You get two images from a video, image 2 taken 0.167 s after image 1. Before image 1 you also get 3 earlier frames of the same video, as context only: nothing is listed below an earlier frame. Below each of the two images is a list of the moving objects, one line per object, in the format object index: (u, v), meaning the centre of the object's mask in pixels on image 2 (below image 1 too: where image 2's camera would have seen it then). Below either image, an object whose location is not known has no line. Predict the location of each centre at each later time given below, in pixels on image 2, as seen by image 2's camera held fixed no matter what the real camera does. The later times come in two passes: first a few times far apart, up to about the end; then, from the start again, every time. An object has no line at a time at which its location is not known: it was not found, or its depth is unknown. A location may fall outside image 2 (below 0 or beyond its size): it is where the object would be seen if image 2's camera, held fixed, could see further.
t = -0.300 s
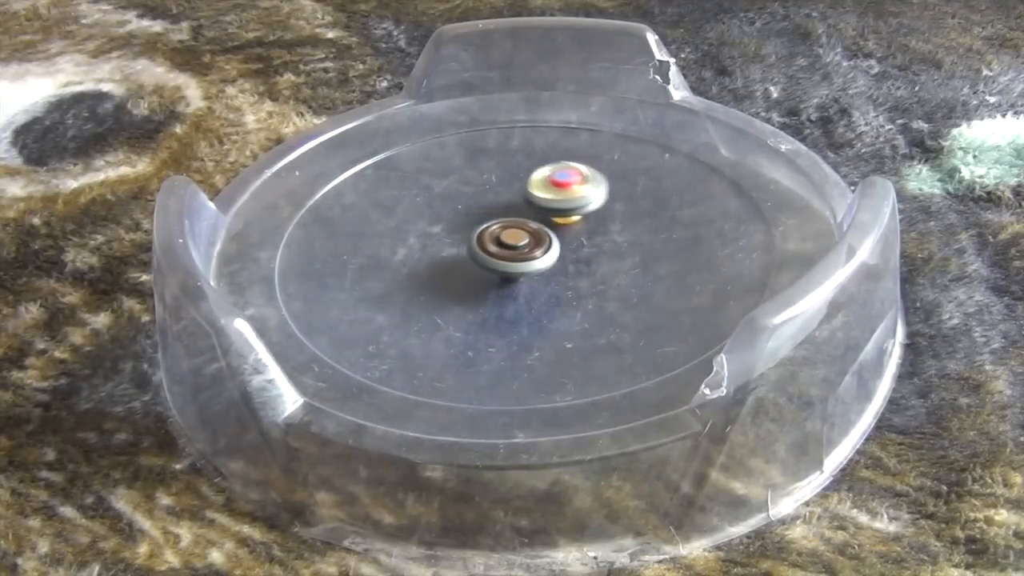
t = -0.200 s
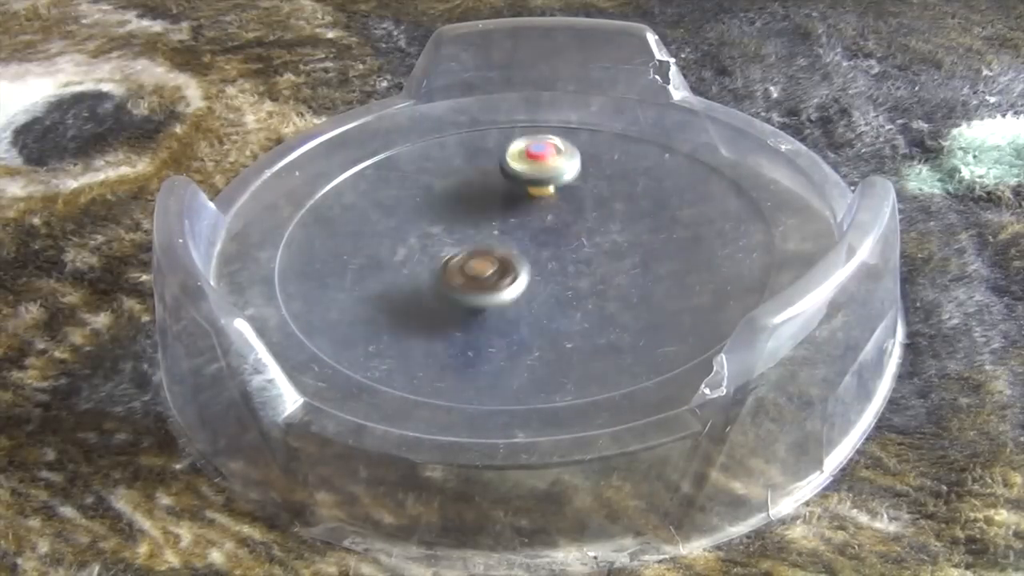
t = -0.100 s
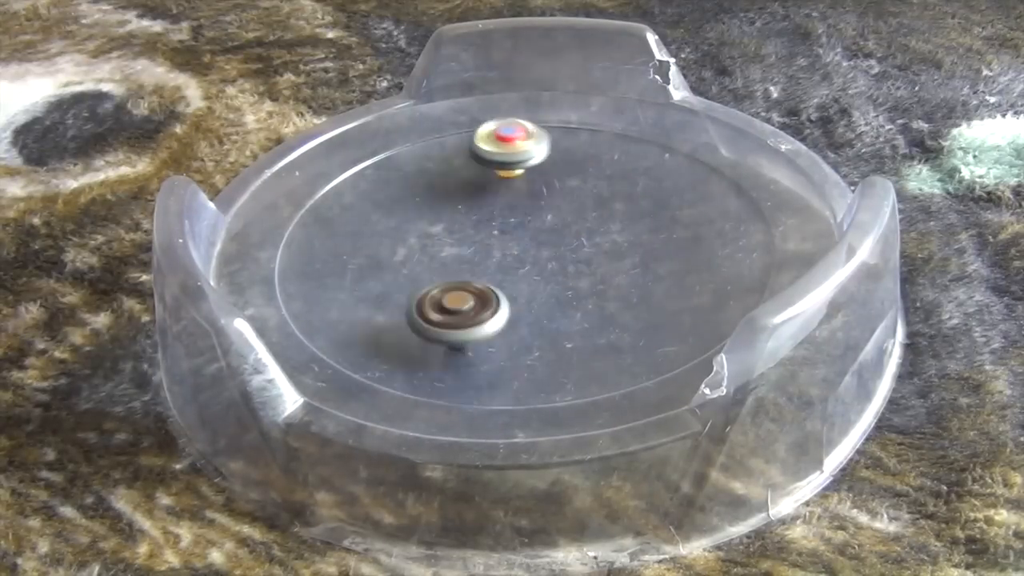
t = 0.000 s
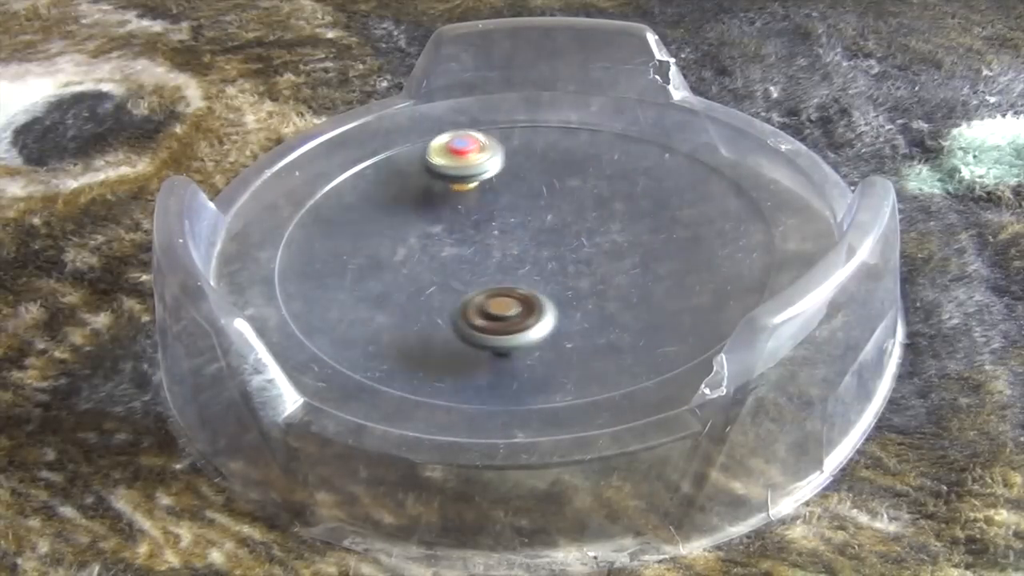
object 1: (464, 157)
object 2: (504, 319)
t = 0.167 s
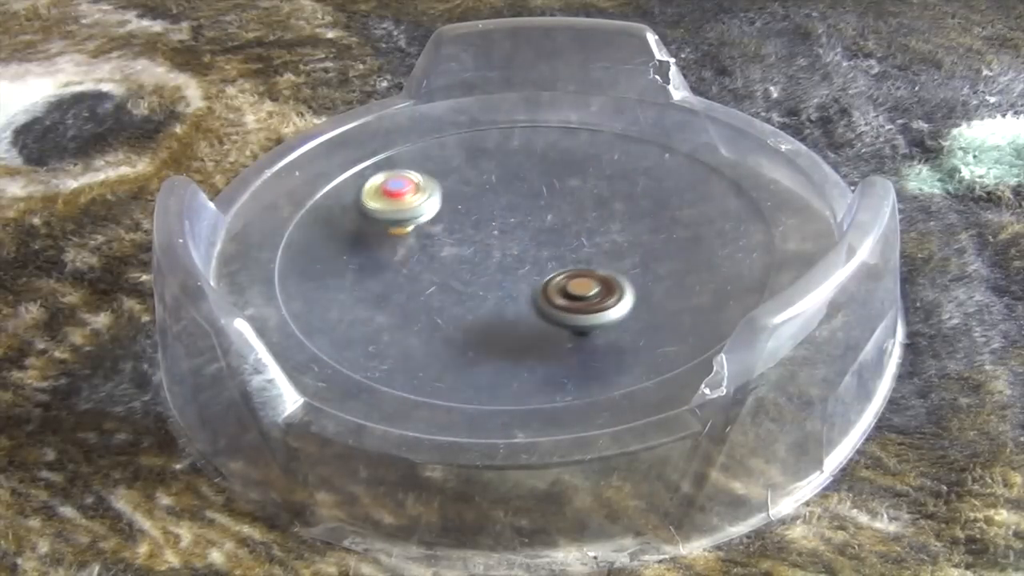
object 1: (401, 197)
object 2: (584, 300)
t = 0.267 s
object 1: (386, 233)
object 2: (611, 277)
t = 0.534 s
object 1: (478, 306)
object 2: (604, 224)
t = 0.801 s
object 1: (634, 273)
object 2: (531, 203)
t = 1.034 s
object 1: (650, 208)
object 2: (474, 218)
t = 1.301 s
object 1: (565, 179)
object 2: (461, 251)
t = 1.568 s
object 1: (468, 212)
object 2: (502, 271)
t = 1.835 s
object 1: (401, 263)
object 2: (656, 273)
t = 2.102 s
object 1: (475, 311)
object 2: (690, 204)
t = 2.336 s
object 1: (580, 292)
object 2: (634, 177)
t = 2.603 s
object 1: (602, 229)
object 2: (545, 192)
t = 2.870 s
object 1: (555, 212)
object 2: (417, 212)
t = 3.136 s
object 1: (480, 234)
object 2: (402, 279)
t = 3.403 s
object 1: (522, 268)
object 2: (461, 323)
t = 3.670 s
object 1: (566, 241)
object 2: (557, 317)
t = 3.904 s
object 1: (516, 225)
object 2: (602, 283)
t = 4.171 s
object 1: (499, 266)
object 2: (585, 242)
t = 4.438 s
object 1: (555, 272)
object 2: (540, 213)
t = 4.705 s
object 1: (574, 244)
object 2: (484, 206)
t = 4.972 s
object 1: (557, 230)
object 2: (430, 215)
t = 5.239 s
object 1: (566, 250)
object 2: (346, 209)
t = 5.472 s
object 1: (608, 226)
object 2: (316, 244)
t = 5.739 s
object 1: (528, 224)
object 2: (384, 280)
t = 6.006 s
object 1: (590, 224)
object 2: (322, 330)
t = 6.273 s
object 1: (555, 215)
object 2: (561, 285)
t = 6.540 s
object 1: (492, 255)
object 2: (624, 226)
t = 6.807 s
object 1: (550, 287)
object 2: (613, 185)
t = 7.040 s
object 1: (584, 257)
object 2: (593, 179)
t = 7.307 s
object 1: (516, 241)
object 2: (570, 184)
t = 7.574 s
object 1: (484, 278)
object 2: (547, 201)
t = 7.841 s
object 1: (536, 282)
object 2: (530, 225)
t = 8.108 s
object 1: (601, 297)
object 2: (478, 165)
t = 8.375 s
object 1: (617, 250)
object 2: (407, 191)
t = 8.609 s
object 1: (542, 235)
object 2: (394, 232)
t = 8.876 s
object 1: (582, 242)
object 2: (253, 250)
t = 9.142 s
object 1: (554, 224)
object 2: (420, 313)
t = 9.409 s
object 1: (487, 238)
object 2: (522, 306)
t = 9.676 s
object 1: (479, 271)
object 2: (580, 275)
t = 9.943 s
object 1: (518, 278)
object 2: (602, 238)
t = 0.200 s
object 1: (393, 209)
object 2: (595, 292)
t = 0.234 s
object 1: (388, 220)
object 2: (604, 285)
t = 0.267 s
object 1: (386, 233)
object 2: (611, 277)
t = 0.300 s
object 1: (387, 245)
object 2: (616, 270)
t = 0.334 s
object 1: (392, 255)
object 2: (619, 262)
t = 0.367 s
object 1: (398, 268)
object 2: (620, 255)
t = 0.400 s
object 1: (408, 278)
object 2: (620, 248)
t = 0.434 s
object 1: (422, 288)
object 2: (618, 241)
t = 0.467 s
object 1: (439, 296)
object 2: (615, 235)
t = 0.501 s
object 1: (458, 302)
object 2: (610, 229)
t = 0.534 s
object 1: (478, 306)
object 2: (604, 224)
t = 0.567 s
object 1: (500, 309)
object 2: (597, 219)
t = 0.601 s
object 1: (522, 310)
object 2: (589, 214)
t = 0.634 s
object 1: (544, 308)
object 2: (580, 210)
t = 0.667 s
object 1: (566, 304)
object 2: (570, 207)
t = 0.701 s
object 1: (587, 298)
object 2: (561, 205)
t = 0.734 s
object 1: (606, 291)
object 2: (551, 204)
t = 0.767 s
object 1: (621, 282)
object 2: (541, 203)
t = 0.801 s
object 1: (634, 273)
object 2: (531, 203)
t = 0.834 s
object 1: (644, 263)
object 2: (522, 203)
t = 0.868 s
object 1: (651, 253)
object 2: (512, 204)
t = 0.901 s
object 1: (655, 243)
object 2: (503, 206)
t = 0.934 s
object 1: (657, 234)
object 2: (494, 208)
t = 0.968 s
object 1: (656, 224)
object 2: (487, 211)
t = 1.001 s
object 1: (654, 216)
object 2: (480, 214)
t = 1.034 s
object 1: (650, 208)
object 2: (474, 218)
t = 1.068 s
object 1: (643, 201)
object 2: (468, 222)
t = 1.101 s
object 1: (635, 195)
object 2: (465, 225)
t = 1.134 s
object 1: (625, 189)
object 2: (462, 229)
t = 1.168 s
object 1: (614, 185)
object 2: (460, 234)
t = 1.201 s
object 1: (603, 182)
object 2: (458, 238)
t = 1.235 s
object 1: (591, 180)
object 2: (458, 242)
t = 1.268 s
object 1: (578, 178)
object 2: (459, 246)
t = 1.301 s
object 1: (565, 179)
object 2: (461, 251)
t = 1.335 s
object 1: (551, 179)
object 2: (463, 254)
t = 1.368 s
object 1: (537, 181)
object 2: (466, 258)
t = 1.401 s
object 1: (524, 184)
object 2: (470, 262)
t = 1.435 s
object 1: (511, 188)
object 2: (475, 264)
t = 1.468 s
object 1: (499, 193)
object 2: (481, 267)
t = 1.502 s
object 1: (488, 199)
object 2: (487, 269)
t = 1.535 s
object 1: (477, 205)
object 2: (495, 270)
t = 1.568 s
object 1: (468, 212)
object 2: (502, 271)
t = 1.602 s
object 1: (459, 221)
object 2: (509, 272)
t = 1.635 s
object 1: (453, 230)
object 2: (515, 272)
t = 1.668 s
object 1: (449, 239)
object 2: (523, 272)
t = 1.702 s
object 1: (439, 243)
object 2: (553, 276)
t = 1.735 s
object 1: (421, 242)
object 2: (592, 282)
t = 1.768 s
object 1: (409, 246)
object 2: (620, 282)
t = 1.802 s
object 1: (403, 253)
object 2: (641, 279)
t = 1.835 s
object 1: (401, 263)
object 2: (656, 273)
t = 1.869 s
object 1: (403, 271)
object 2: (668, 264)
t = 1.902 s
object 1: (407, 279)
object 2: (677, 255)
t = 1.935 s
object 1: (414, 288)
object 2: (685, 246)
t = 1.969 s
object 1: (423, 295)
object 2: (690, 236)
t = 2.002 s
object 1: (434, 300)
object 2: (693, 228)
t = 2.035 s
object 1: (447, 305)
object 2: (694, 219)
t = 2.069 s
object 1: (461, 309)
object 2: (693, 211)
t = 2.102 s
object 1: (475, 311)
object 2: (690, 204)
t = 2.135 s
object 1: (492, 313)
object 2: (686, 198)
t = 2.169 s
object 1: (508, 313)
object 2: (680, 192)
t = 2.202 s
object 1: (524, 311)
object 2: (672, 187)
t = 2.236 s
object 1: (540, 308)
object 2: (664, 183)
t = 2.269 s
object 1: (555, 304)
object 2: (654, 181)
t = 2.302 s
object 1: (569, 299)
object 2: (645, 178)
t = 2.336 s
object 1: (580, 292)
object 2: (634, 177)
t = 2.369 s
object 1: (591, 285)
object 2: (624, 177)
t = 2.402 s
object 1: (598, 277)
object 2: (612, 177)
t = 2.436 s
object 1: (604, 269)
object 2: (601, 178)
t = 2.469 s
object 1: (608, 260)
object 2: (589, 180)
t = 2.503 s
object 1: (609, 252)
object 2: (578, 182)
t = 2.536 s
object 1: (608, 243)
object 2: (567, 185)
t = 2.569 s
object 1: (605, 236)
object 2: (556, 189)
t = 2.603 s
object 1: (602, 229)
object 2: (545, 192)
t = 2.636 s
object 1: (606, 230)
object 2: (521, 184)
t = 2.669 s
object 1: (605, 230)
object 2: (498, 180)
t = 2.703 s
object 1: (601, 228)
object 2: (477, 179)
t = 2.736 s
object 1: (595, 225)
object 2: (459, 184)
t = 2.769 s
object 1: (587, 222)
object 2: (446, 190)
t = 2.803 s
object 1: (577, 218)
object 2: (435, 197)
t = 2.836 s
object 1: (566, 215)
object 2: (425, 205)
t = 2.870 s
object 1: (555, 212)
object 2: (417, 212)
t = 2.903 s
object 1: (543, 210)
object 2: (411, 221)
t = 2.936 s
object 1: (531, 211)
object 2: (405, 230)
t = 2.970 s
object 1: (520, 213)
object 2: (401, 238)
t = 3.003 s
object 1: (509, 216)
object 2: (400, 246)
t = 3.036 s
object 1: (498, 219)
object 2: (399, 255)
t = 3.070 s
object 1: (488, 223)
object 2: (397, 264)
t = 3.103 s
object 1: (483, 228)
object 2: (399, 272)
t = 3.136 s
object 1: (480, 234)
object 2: (402, 279)
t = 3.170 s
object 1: (477, 242)
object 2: (407, 285)
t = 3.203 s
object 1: (477, 248)
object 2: (414, 291)
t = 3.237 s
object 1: (478, 254)
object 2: (421, 297)
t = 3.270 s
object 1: (482, 259)
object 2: (430, 302)
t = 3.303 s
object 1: (491, 262)
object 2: (437, 306)
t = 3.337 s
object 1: (500, 265)
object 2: (440, 314)
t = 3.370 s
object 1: (512, 267)
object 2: (449, 320)
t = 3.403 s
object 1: (522, 268)
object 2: (461, 323)
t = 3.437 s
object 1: (532, 268)
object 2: (474, 326)
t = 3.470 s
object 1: (540, 266)
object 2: (487, 327)
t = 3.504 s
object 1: (549, 263)
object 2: (500, 327)
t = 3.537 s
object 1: (557, 260)
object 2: (513, 327)
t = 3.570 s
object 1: (562, 256)
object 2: (526, 325)
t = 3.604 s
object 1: (565, 251)
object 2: (537, 323)
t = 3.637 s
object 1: (567, 247)
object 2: (548, 320)
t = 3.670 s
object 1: (566, 241)
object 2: (557, 317)
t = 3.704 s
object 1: (564, 235)
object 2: (567, 313)
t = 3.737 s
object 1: (561, 231)
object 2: (576, 309)
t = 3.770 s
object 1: (555, 228)
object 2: (584, 304)
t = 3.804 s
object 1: (546, 226)
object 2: (590, 299)
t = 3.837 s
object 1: (536, 224)
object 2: (595, 294)
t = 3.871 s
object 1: (525, 224)
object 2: (599, 288)
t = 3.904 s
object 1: (516, 225)
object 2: (602, 283)
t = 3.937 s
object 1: (508, 228)
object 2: (603, 277)
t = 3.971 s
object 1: (500, 233)
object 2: (603, 272)
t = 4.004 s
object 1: (494, 238)
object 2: (602, 267)
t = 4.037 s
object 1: (490, 243)
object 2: (600, 261)
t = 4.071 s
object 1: (488, 249)
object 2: (597, 256)
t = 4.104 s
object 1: (489, 255)
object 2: (594, 251)
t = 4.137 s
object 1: (494, 261)
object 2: (590, 247)
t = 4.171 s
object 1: (499, 266)
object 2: (585, 242)
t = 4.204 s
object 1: (501, 271)
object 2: (585, 236)
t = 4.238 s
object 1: (508, 273)
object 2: (581, 231)
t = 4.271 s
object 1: (514, 276)
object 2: (575, 227)
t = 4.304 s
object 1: (523, 277)
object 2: (569, 223)
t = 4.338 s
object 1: (532, 278)
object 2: (562, 219)
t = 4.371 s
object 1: (541, 277)
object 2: (555, 216)
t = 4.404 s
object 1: (548, 275)
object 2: (547, 214)
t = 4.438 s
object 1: (555, 272)
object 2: (540, 213)
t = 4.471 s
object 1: (561, 269)
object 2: (532, 212)
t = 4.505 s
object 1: (566, 264)
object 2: (525, 211)
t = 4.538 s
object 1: (569, 260)
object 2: (518, 210)
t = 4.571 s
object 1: (570, 256)
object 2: (511, 211)
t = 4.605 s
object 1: (571, 252)
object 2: (506, 211)
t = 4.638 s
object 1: (570, 248)
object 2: (501, 212)
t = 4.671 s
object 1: (567, 244)
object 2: (497, 212)
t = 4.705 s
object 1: (574, 244)
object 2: (484, 206)
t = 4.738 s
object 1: (578, 244)
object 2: (468, 203)
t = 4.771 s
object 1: (578, 241)
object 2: (458, 203)
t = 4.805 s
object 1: (576, 238)
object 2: (451, 204)
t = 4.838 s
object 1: (573, 236)
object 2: (444, 206)
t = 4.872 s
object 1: (570, 234)
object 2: (439, 209)
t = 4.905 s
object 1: (566, 232)
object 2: (435, 211)
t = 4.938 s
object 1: (562, 231)
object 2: (432, 213)
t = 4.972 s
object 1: (557, 230)
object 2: (430, 215)
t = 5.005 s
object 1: (550, 230)
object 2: (428, 217)
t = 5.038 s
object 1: (542, 230)
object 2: (427, 220)
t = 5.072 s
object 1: (534, 231)
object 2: (426, 221)
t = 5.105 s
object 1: (527, 233)
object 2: (426, 224)
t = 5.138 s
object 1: (520, 236)
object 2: (426, 226)
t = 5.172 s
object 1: (518, 240)
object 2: (426, 227)
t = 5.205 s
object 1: (544, 246)
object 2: (386, 218)
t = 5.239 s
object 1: (566, 250)
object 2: (346, 209)
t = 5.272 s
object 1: (583, 252)
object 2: (315, 203)
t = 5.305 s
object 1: (595, 250)
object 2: (297, 203)
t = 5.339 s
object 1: (603, 247)
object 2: (290, 206)
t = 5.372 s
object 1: (608, 242)
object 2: (290, 214)
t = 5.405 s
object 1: (610, 237)
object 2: (299, 227)
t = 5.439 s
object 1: (610, 231)
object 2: (306, 236)
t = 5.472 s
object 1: (608, 226)
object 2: (316, 244)
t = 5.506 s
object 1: (603, 222)
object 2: (325, 250)
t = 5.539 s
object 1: (596, 218)
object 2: (334, 255)
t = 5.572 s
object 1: (587, 215)
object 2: (342, 261)
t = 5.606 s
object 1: (576, 214)
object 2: (350, 266)
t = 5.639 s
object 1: (564, 214)
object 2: (359, 270)
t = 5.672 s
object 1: (551, 216)
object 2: (367, 274)
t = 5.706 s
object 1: (540, 219)
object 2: (375, 277)
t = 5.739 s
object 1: (528, 224)
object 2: (384, 280)
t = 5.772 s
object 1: (518, 229)
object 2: (395, 283)
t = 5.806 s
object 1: (509, 236)
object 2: (406, 286)
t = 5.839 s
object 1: (501, 244)
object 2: (417, 287)
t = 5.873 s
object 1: (499, 250)
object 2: (429, 288)
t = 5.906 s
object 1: (509, 252)
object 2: (427, 288)
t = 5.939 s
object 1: (541, 242)
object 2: (386, 301)
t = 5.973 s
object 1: (570, 233)
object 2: (343, 326)
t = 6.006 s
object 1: (590, 224)
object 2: (322, 330)
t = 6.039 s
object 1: (602, 217)
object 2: (349, 321)
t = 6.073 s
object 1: (608, 212)
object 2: (382, 330)
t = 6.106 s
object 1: (608, 211)
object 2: (416, 326)
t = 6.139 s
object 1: (601, 210)
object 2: (450, 319)
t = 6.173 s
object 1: (591, 210)
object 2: (485, 312)
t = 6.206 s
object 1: (579, 211)
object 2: (515, 304)
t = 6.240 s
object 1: (567, 212)
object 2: (540, 295)
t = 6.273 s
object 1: (555, 215)
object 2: (561, 285)
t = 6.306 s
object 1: (543, 218)
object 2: (575, 275)
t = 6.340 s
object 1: (533, 222)
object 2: (585, 267)
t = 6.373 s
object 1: (524, 227)
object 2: (591, 259)
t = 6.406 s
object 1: (516, 233)
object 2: (597, 252)
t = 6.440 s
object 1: (506, 237)
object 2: (610, 246)
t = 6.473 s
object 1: (498, 242)
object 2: (618, 239)
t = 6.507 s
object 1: (493, 248)
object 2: (622, 233)
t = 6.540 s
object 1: (492, 255)
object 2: (624, 226)
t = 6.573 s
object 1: (492, 264)
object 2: (625, 219)
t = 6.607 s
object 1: (495, 270)
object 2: (625, 212)
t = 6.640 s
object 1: (501, 276)
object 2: (625, 206)
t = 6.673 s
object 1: (510, 281)
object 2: (623, 201)
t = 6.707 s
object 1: (519, 285)
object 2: (621, 196)
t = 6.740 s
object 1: (529, 287)
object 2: (619, 191)
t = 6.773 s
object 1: (540, 288)
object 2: (616, 188)
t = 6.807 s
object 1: (550, 287)
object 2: (613, 185)
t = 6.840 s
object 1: (559, 285)
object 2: (610, 183)
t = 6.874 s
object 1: (568, 281)
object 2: (607, 181)
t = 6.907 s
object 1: (575, 277)
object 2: (604, 180)
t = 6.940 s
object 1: (581, 273)
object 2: (601, 180)
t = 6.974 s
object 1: (584, 267)
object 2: (598, 179)
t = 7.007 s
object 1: (585, 262)
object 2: (595, 179)
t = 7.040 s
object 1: (584, 257)
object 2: (593, 179)
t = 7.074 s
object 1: (580, 252)
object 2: (590, 179)
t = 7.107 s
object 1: (575, 247)
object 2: (588, 179)
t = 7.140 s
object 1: (567, 244)
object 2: (585, 179)
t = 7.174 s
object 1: (558, 241)
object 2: (582, 180)
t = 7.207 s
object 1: (548, 239)
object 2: (579, 181)
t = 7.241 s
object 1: (538, 238)
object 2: (576, 182)
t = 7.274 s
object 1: (527, 239)
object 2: (572, 183)
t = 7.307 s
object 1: (516, 241)
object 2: (570, 184)
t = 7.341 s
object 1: (506, 244)
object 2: (567, 186)
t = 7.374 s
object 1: (498, 247)
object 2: (563, 187)
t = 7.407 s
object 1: (491, 252)
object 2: (560, 189)
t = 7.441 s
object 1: (485, 258)
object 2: (557, 191)
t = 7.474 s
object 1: (482, 263)
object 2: (555, 194)
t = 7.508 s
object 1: (480, 268)
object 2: (552, 196)
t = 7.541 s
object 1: (482, 273)
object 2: (549, 198)
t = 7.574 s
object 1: (484, 278)
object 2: (547, 201)
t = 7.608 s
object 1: (488, 282)
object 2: (544, 204)
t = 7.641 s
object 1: (493, 284)
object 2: (542, 207)
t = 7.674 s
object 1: (499, 286)
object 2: (540, 210)
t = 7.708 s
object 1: (508, 287)
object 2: (537, 213)
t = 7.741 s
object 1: (516, 287)
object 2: (535, 216)
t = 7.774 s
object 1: (524, 287)
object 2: (533, 219)
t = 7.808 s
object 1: (530, 285)
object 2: (531, 222)
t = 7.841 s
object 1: (536, 282)
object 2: (530, 225)
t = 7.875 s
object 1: (542, 280)
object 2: (528, 225)
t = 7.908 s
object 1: (548, 281)
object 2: (526, 222)
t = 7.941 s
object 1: (552, 279)
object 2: (524, 223)
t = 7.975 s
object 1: (555, 275)
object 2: (522, 224)
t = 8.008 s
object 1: (565, 280)
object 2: (516, 218)
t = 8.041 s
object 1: (579, 291)
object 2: (501, 193)
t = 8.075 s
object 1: (591, 296)
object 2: (488, 177)
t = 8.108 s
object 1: (601, 297)
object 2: (478, 165)
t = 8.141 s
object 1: (609, 294)
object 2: (469, 160)
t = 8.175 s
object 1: (617, 288)
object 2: (459, 160)
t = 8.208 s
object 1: (622, 282)
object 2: (449, 165)
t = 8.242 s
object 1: (626, 275)
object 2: (439, 169)
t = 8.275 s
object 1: (627, 268)
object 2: (429, 175)
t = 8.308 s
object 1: (626, 261)
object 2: (421, 180)
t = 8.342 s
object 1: (622, 256)
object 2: (414, 185)
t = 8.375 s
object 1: (617, 250)
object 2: (407, 191)
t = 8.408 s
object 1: (610, 245)
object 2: (401, 197)
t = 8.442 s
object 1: (601, 241)
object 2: (397, 203)
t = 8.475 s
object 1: (590, 238)
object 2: (394, 209)
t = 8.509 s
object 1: (579, 236)
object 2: (392, 215)
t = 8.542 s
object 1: (567, 235)
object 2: (392, 222)
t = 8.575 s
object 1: (555, 234)
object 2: (393, 227)
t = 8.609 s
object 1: (542, 235)
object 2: (394, 232)
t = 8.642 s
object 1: (530, 236)
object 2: (396, 237)
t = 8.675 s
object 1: (519, 239)
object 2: (398, 242)
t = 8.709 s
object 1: (508, 241)
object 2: (402, 246)
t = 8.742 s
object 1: (499, 244)
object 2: (405, 250)
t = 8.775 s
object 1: (510, 245)
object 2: (387, 247)
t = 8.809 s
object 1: (540, 245)
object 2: (328, 251)
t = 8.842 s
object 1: (565, 244)
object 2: (284, 250)
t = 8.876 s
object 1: (582, 242)
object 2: (253, 250)
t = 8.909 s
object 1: (592, 240)
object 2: (266, 261)
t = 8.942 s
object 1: (596, 237)
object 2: (286, 272)
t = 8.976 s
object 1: (594, 234)
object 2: (309, 283)
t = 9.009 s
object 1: (589, 231)
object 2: (334, 292)
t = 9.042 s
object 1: (581, 229)
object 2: (358, 300)
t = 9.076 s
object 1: (572, 226)
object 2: (380, 306)
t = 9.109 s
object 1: (563, 225)
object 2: (402, 311)
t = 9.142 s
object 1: (554, 224)
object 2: (420, 313)
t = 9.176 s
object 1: (544, 224)
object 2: (436, 314)
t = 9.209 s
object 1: (534, 224)
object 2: (451, 314)
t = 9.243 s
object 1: (525, 225)
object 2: (464, 314)
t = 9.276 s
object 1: (515, 226)
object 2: (476, 313)
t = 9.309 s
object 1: (508, 228)
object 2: (489, 312)
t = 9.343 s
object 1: (500, 231)
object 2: (501, 310)
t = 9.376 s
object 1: (493, 234)
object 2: (512, 308)
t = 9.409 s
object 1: (487, 238)
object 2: (522, 306)
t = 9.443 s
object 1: (482, 243)
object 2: (532, 303)
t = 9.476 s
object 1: (479, 247)
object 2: (541, 299)
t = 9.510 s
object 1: (476, 252)
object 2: (550, 296)
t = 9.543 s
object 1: (474, 257)
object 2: (558, 292)
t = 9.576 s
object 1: (473, 261)
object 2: (565, 288)
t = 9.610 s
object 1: (474, 265)
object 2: (571, 284)
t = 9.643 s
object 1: (476, 269)
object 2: (576, 279)
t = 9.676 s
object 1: (479, 271)
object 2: (580, 275)
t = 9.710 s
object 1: (482, 273)
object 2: (584, 271)
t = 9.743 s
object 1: (488, 275)
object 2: (587, 267)
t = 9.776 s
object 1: (492, 277)
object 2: (589, 262)
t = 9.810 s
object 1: (499, 278)
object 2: (592, 257)
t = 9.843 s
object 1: (505, 278)
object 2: (594, 252)
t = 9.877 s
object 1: (511, 278)
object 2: (596, 248)
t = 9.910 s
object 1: (516, 278)
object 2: (597, 244)
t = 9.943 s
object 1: (518, 278)
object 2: (602, 238)
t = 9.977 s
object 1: (523, 277)
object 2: (603, 234)
